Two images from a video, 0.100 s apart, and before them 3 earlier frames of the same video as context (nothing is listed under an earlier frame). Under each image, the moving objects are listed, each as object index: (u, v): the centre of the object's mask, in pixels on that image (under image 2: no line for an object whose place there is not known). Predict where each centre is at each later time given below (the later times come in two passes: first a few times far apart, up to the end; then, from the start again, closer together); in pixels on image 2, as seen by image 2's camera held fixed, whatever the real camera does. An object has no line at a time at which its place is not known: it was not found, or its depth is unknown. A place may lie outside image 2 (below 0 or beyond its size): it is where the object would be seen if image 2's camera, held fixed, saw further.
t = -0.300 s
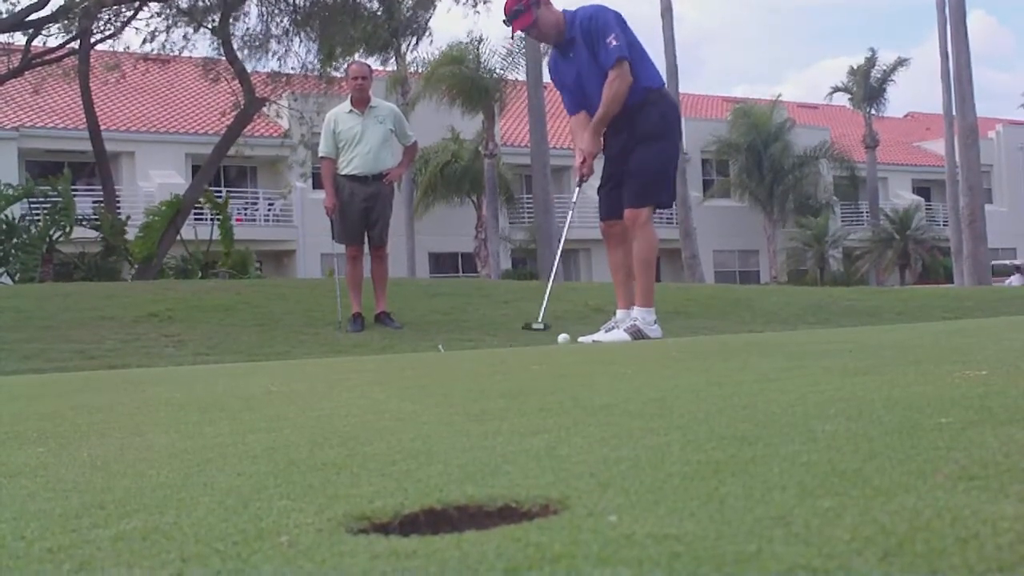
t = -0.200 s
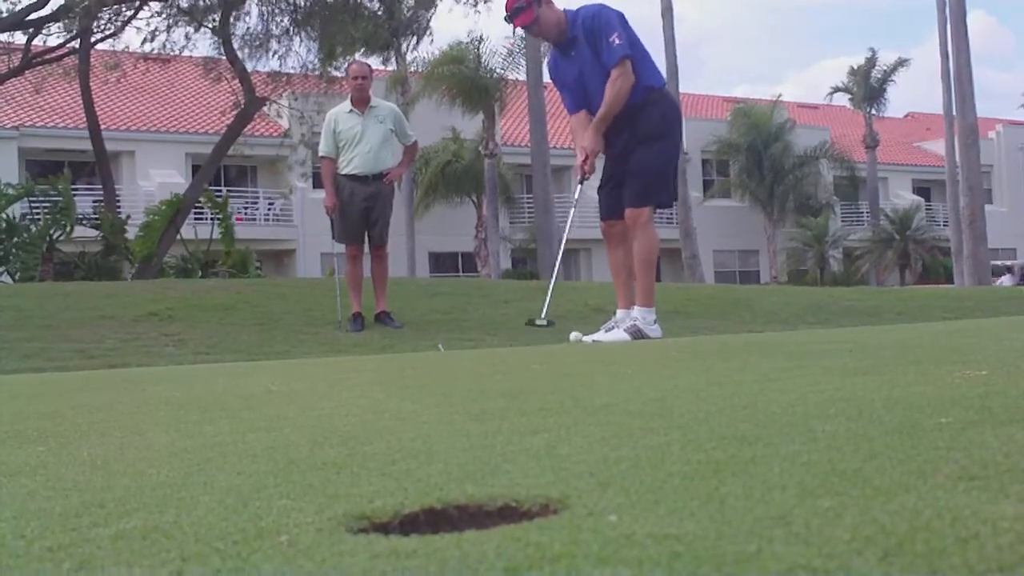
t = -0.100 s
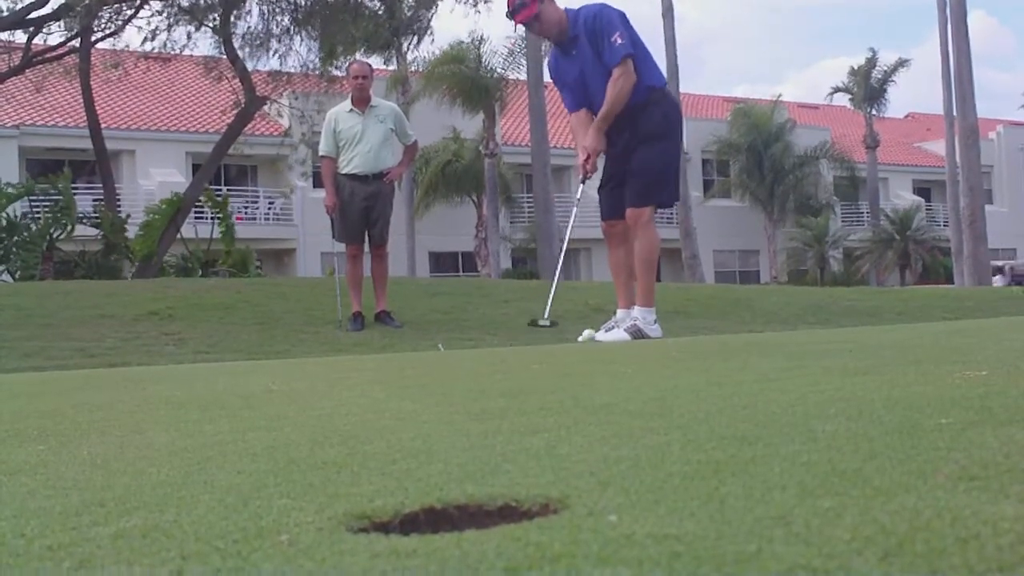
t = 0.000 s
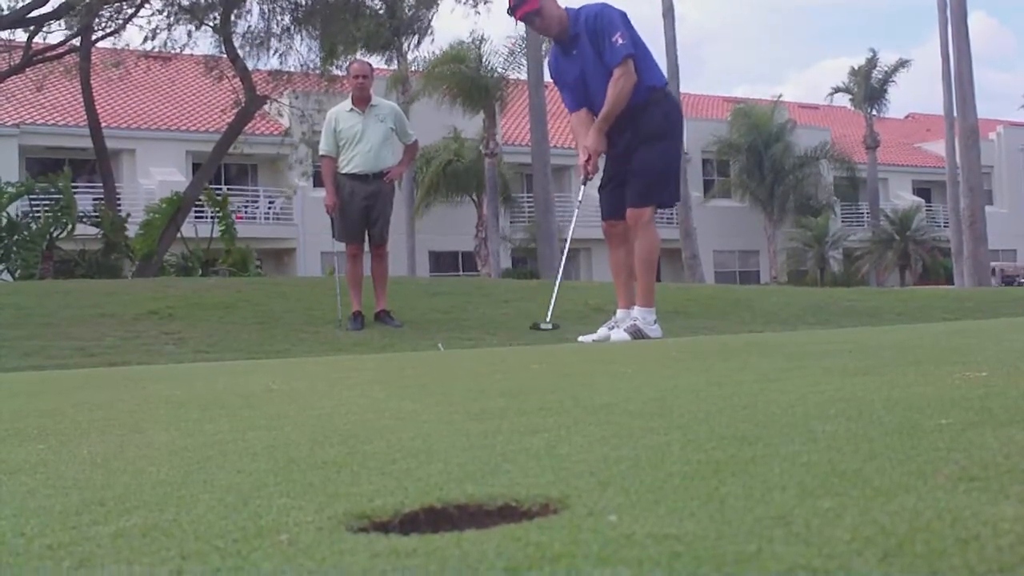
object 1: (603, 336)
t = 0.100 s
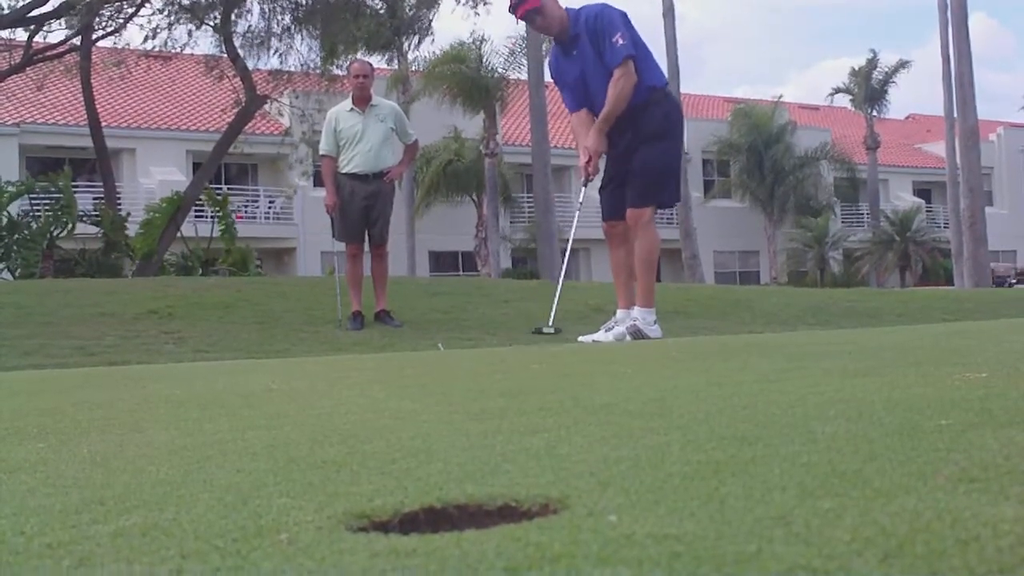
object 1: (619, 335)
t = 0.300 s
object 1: (653, 331)
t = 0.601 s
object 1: (711, 331)
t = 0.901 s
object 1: (783, 339)
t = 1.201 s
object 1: (863, 344)
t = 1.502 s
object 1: (967, 358)
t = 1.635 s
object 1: (1015, 360)
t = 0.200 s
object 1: (636, 333)
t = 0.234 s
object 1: (641, 332)
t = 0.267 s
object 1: (650, 332)
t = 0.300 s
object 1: (653, 331)
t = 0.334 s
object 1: (660, 331)
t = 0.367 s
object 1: (666, 331)
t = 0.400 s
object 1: (671, 332)
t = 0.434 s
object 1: (677, 332)
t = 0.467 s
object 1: (683, 332)
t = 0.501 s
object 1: (690, 332)
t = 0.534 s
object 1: (697, 332)
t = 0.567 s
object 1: (704, 332)
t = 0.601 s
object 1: (711, 331)
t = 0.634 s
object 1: (719, 334)
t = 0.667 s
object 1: (726, 333)
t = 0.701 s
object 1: (734, 334)
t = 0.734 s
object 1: (742, 334)
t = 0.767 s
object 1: (749, 336)
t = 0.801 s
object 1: (758, 337)
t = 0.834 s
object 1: (766, 337)
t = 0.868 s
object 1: (775, 339)
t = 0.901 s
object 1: (783, 339)
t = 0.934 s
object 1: (792, 340)
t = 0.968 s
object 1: (800, 341)
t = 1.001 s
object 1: (809, 343)
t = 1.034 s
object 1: (818, 342)
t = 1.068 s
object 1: (827, 343)
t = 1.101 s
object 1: (835, 343)
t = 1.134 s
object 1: (844, 345)
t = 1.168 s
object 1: (854, 346)
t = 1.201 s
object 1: (863, 344)
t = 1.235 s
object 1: (873, 344)
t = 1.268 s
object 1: (884, 350)
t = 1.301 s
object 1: (895, 348)
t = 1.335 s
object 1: (906, 351)
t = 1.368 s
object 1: (917, 352)
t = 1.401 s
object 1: (929, 353)
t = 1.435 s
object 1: (941, 356)
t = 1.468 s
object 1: (953, 357)
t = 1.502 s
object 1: (967, 358)
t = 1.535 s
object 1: (981, 359)
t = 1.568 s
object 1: (996, 358)
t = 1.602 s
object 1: (1008, 363)
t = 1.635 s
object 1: (1015, 360)
